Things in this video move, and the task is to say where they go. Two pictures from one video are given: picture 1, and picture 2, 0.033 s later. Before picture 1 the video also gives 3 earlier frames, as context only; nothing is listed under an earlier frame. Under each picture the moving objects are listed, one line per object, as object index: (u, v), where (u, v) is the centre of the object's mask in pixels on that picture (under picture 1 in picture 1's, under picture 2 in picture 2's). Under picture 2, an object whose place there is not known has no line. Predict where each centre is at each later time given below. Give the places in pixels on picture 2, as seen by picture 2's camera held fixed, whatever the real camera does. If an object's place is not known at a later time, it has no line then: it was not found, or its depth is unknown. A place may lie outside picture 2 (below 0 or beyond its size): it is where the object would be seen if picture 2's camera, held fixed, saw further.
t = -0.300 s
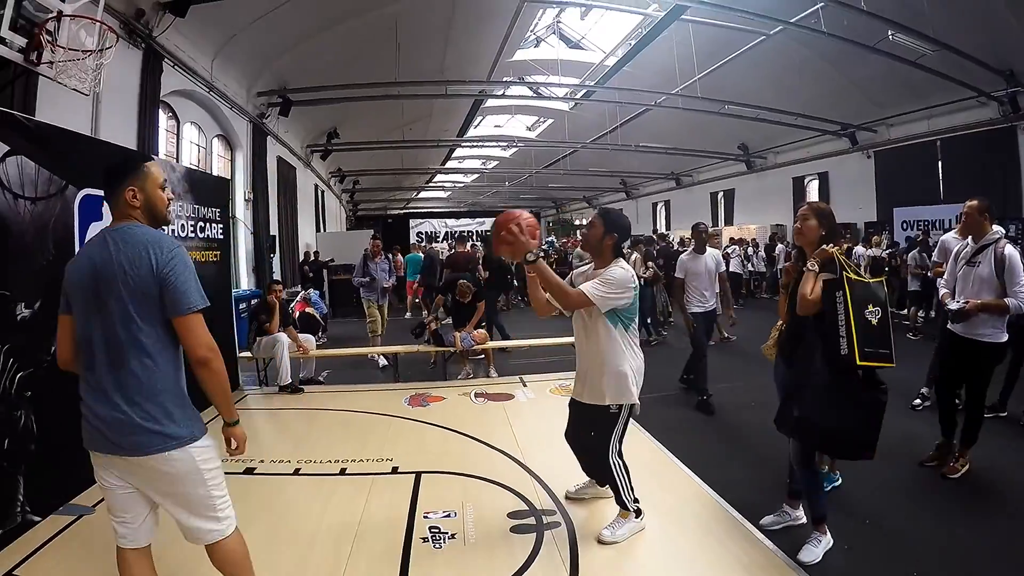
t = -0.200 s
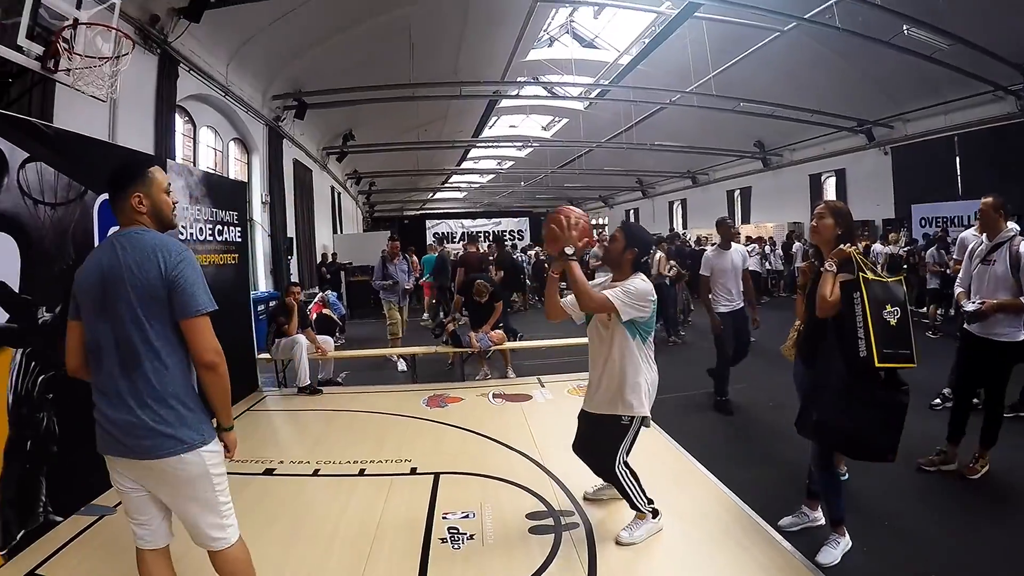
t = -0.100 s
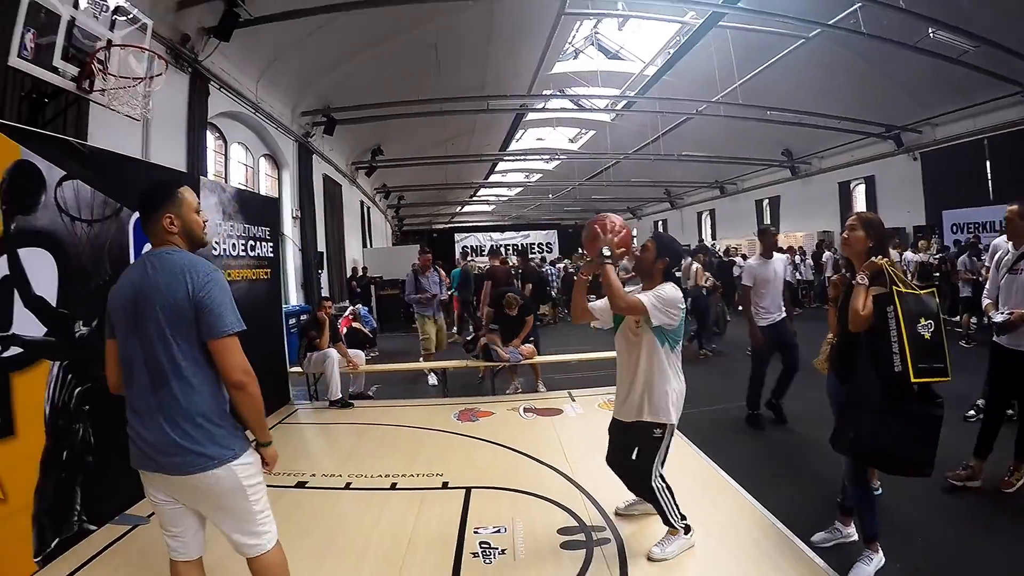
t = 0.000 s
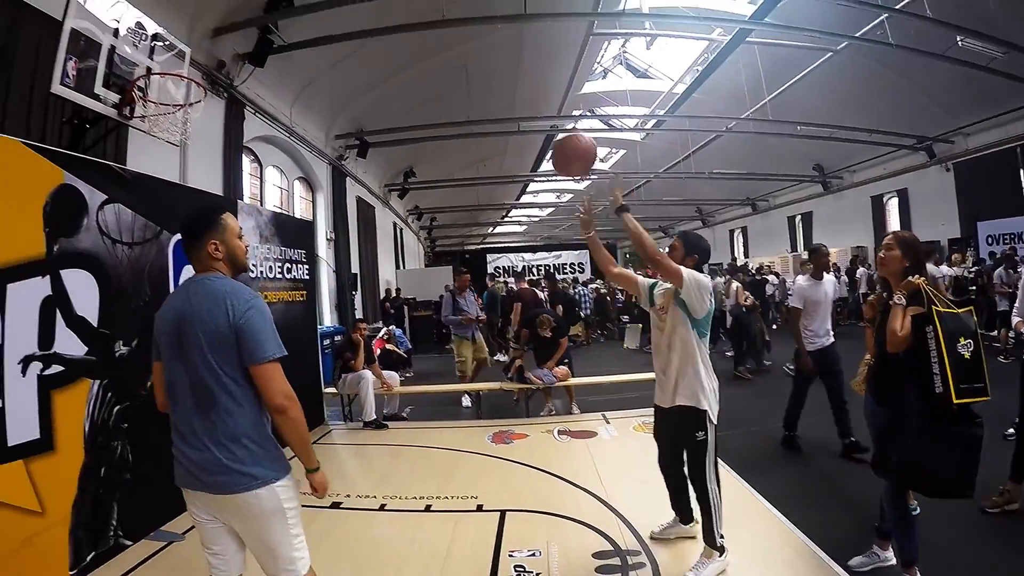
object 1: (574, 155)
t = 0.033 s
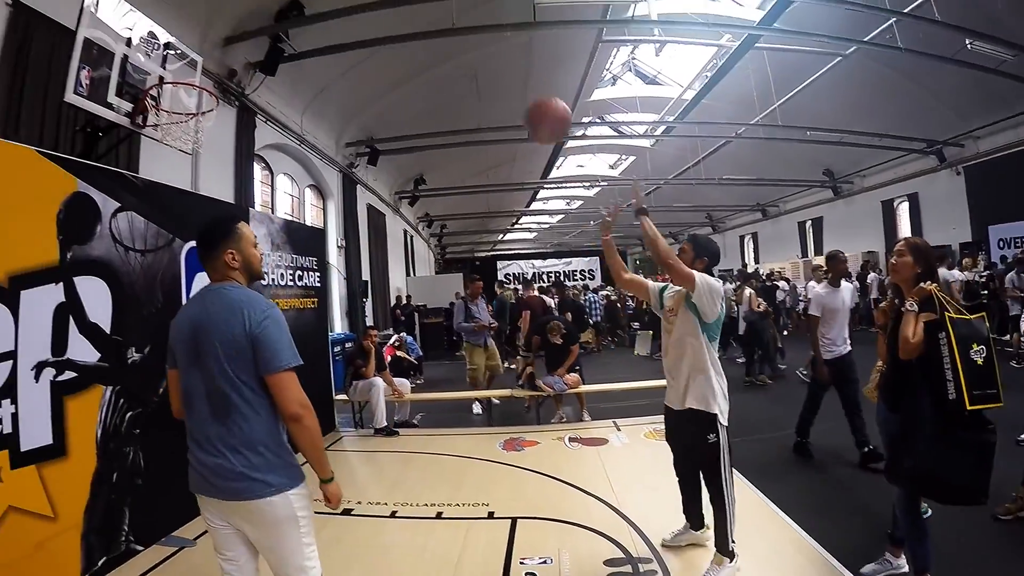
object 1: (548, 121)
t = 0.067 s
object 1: (516, 87)
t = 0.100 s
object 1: (484, 61)
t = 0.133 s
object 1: (452, 38)
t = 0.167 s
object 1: (423, 21)
